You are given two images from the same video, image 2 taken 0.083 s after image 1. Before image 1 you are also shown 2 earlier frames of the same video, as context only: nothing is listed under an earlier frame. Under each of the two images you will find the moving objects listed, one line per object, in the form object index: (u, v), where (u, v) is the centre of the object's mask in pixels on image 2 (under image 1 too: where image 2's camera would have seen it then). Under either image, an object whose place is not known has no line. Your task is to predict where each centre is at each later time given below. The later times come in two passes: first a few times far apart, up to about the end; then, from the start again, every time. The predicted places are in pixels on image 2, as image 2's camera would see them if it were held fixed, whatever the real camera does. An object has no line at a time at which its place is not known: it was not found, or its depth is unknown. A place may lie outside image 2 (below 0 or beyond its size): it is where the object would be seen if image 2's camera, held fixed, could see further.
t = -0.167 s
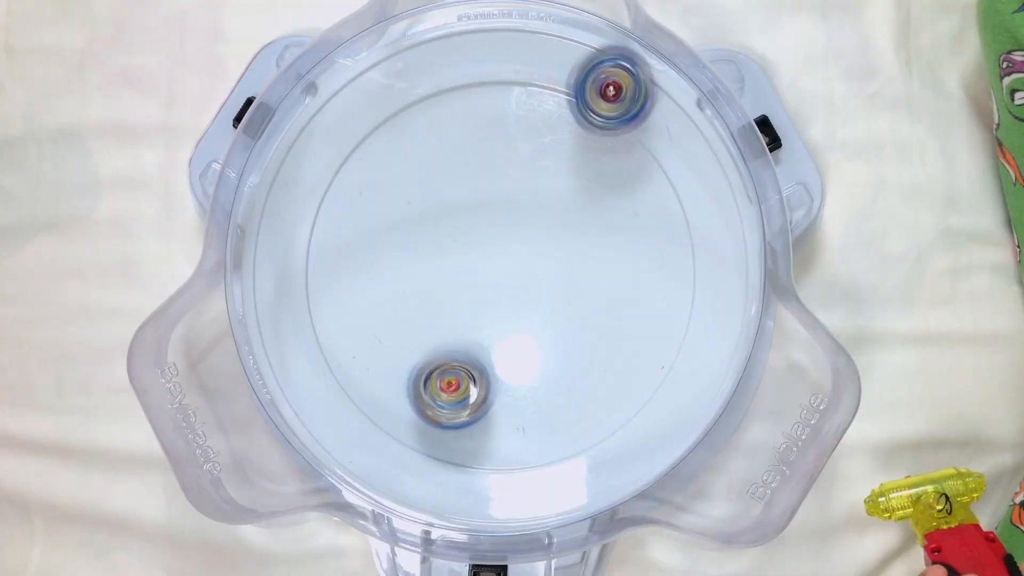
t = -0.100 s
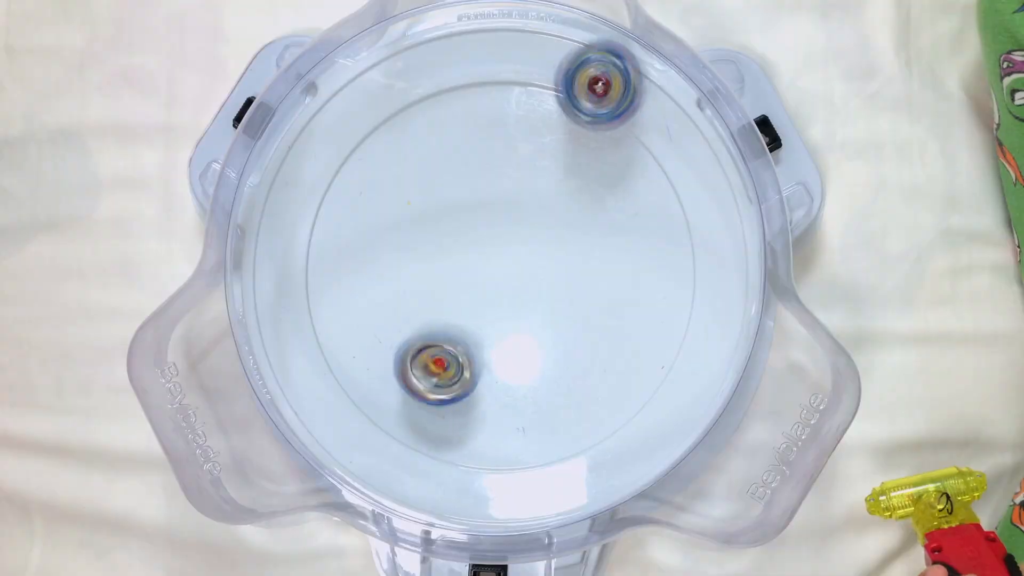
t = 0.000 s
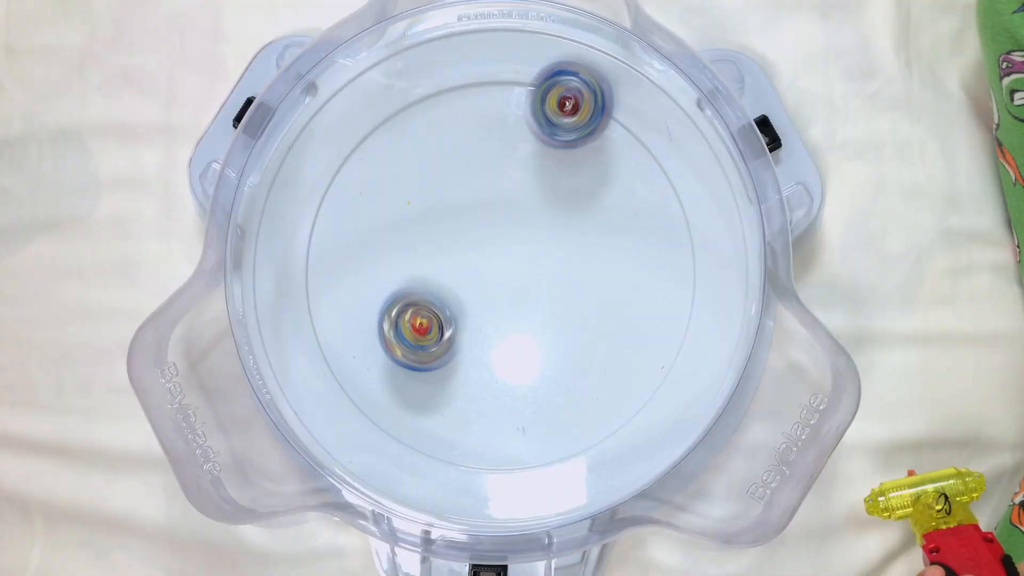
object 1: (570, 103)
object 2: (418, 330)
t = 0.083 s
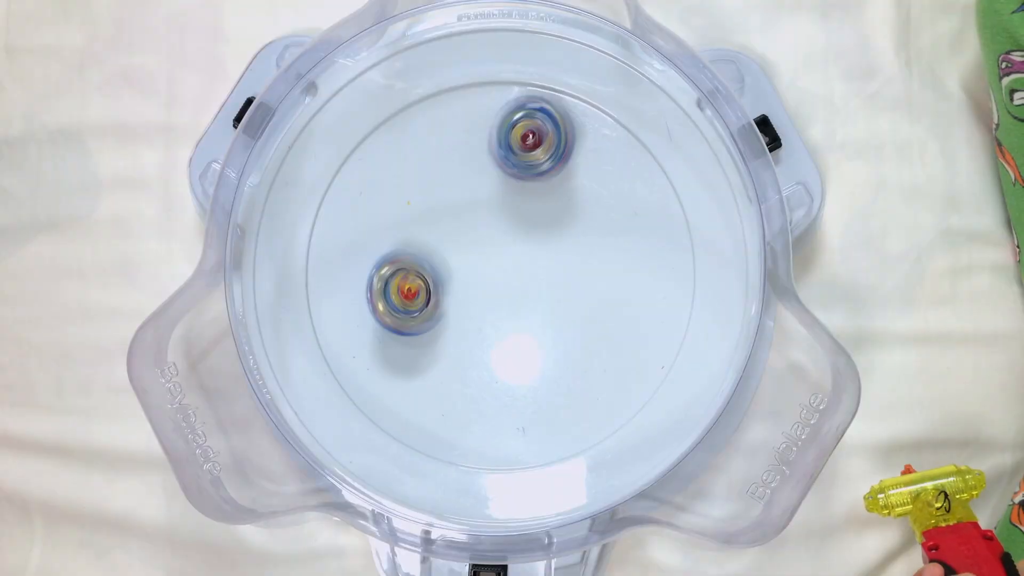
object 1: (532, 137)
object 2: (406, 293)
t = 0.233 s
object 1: (488, 220)
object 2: (405, 221)
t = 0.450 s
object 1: (483, 341)
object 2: (415, 130)
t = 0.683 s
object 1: (450, 415)
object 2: (485, 128)
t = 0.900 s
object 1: (472, 392)
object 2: (579, 179)
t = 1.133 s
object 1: (475, 274)
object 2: (648, 246)
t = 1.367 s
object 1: (470, 180)
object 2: (634, 302)
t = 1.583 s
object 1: (456, 140)
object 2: (552, 356)
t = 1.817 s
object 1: (487, 224)
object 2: (470, 397)
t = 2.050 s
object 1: (544, 302)
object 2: (444, 376)
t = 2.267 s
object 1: (586, 351)
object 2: (430, 301)
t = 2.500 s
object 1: (563, 318)
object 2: (414, 232)
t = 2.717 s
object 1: (480, 290)
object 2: (429, 217)
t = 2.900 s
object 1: (427, 312)
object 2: (445, 186)
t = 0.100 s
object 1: (525, 146)
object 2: (403, 284)
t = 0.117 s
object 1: (520, 155)
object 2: (402, 278)
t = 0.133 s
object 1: (514, 164)
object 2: (399, 270)
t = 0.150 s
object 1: (509, 174)
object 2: (400, 261)
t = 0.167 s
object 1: (505, 183)
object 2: (399, 255)
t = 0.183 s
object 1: (500, 192)
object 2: (400, 245)
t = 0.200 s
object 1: (496, 201)
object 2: (402, 239)
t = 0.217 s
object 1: (492, 211)
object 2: (403, 231)
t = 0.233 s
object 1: (488, 220)
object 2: (405, 221)
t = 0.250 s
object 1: (492, 229)
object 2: (403, 211)
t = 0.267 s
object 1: (492, 241)
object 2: (400, 203)
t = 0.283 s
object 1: (495, 251)
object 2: (399, 193)
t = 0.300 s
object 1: (495, 262)
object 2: (399, 185)
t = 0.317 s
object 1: (496, 274)
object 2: (398, 177)
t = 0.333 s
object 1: (496, 283)
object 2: (398, 169)
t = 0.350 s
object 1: (495, 294)
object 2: (399, 163)
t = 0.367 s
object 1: (495, 302)
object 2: (401, 156)
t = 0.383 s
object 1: (493, 312)
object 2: (404, 150)
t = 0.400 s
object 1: (490, 320)
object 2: (406, 144)
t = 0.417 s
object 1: (489, 326)
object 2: (409, 138)
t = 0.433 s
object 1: (486, 334)
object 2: (413, 134)
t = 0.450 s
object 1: (483, 341)
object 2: (415, 130)
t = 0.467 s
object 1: (479, 347)
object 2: (420, 126)
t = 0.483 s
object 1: (475, 354)
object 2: (424, 124)
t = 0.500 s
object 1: (473, 360)
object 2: (428, 120)
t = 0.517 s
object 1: (470, 365)
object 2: (433, 118)
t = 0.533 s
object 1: (468, 370)
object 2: (437, 117)
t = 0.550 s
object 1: (465, 375)
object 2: (443, 116)
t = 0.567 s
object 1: (462, 383)
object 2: (448, 117)
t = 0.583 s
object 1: (460, 387)
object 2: (453, 117)
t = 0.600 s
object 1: (459, 392)
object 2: (459, 117)
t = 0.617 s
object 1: (456, 397)
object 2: (464, 120)
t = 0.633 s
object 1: (455, 401)
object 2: (468, 121)
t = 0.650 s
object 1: (453, 406)
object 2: (474, 122)
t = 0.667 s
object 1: (450, 411)
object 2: (480, 125)
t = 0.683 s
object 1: (450, 415)
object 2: (485, 128)
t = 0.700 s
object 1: (449, 418)
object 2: (492, 130)
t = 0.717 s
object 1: (449, 420)
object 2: (498, 134)
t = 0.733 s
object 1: (451, 424)
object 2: (504, 136)
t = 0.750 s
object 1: (451, 426)
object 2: (512, 140)
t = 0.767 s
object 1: (453, 426)
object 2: (518, 144)
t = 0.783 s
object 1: (456, 427)
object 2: (525, 148)
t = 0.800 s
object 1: (458, 424)
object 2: (533, 152)
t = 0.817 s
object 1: (461, 421)
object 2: (540, 157)
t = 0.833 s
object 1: (464, 419)
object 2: (547, 161)
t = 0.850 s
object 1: (466, 413)
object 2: (556, 166)
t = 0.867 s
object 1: (469, 408)
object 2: (563, 171)
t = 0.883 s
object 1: (470, 401)
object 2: (570, 174)
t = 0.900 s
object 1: (472, 392)
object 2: (579, 179)
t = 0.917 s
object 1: (474, 385)
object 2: (586, 184)
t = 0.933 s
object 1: (475, 375)
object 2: (592, 188)
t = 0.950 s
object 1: (476, 367)
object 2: (600, 193)
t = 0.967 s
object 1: (476, 358)
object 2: (606, 199)
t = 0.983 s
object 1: (477, 348)
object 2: (611, 203)
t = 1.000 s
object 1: (477, 340)
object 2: (617, 208)
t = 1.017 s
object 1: (477, 332)
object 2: (622, 214)
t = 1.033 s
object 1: (478, 322)
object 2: (627, 218)
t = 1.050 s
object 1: (478, 314)
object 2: (633, 223)
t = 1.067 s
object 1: (478, 305)
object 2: (637, 228)
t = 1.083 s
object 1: (477, 299)
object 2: (640, 232)
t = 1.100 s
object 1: (476, 290)
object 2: (644, 237)
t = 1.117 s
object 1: (476, 281)
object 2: (646, 242)
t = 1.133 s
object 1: (475, 274)
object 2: (648, 246)
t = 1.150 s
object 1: (475, 265)
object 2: (651, 250)
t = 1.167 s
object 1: (475, 258)
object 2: (652, 255)
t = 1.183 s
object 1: (474, 251)
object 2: (653, 258)
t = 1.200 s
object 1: (474, 244)
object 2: (654, 261)
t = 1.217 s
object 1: (473, 237)
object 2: (655, 266)
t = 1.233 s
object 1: (472, 230)
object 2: (654, 270)
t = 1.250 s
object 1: (472, 223)
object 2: (653, 274)
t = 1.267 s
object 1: (472, 216)
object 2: (651, 278)
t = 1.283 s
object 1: (471, 209)
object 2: (649, 282)
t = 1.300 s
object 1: (471, 203)
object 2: (648, 285)
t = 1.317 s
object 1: (472, 197)
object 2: (646, 290)
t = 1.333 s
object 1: (471, 191)
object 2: (642, 294)
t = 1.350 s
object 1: (471, 185)
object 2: (639, 297)
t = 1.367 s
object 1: (470, 180)
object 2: (634, 302)
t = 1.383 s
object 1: (470, 174)
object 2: (629, 305)
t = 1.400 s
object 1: (470, 168)
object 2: (624, 308)
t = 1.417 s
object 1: (470, 162)
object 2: (618, 313)
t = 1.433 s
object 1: (470, 157)
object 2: (611, 318)
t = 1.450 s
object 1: (469, 154)
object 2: (605, 321)
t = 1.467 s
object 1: (468, 149)
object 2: (599, 325)
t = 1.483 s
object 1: (466, 146)
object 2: (592, 330)
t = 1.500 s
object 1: (464, 143)
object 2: (585, 334)
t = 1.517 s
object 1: (463, 140)
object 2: (579, 338)
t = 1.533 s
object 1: (462, 139)
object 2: (573, 342)
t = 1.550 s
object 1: (459, 138)
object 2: (565, 347)
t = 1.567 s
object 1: (459, 139)
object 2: (560, 350)
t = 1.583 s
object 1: (456, 140)
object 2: (552, 356)
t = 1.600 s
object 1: (456, 144)
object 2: (544, 359)
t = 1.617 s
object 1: (455, 146)
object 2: (537, 362)
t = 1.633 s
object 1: (455, 151)
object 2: (529, 365)
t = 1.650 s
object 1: (455, 153)
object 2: (522, 369)
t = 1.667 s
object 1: (457, 159)
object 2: (515, 372)
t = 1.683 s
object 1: (458, 167)
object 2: (510, 376)
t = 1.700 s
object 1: (460, 173)
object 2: (503, 380)
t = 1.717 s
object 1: (464, 180)
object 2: (497, 383)
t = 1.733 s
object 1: (467, 188)
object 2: (492, 386)
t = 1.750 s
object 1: (471, 196)
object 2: (487, 389)
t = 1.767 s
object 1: (475, 203)
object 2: (481, 392)
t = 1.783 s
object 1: (478, 210)
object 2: (477, 394)
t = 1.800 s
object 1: (482, 217)
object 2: (474, 396)
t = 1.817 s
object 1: (487, 224)
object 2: (470, 397)
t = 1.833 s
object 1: (490, 230)
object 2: (467, 396)
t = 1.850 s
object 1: (496, 236)
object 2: (465, 397)
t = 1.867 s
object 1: (500, 243)
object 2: (462, 398)
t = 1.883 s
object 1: (504, 248)
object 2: (459, 398)
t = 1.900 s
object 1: (509, 254)
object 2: (458, 397)
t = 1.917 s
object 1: (512, 260)
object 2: (456, 397)
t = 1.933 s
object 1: (516, 265)
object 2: (453, 395)
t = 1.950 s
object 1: (520, 271)
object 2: (452, 393)
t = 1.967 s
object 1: (524, 276)
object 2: (450, 391)
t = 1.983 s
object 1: (529, 282)
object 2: (448, 388)
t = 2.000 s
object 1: (533, 287)
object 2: (447, 386)
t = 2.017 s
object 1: (537, 293)
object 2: (446, 383)
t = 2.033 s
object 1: (541, 297)
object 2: (446, 380)
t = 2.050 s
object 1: (544, 302)
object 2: (444, 376)
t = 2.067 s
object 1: (548, 308)
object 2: (444, 372)
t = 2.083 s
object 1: (552, 313)
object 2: (443, 368)
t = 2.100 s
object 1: (555, 317)
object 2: (441, 363)
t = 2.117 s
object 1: (558, 322)
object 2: (441, 357)
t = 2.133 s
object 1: (562, 326)
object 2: (440, 352)
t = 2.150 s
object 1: (565, 331)
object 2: (438, 346)
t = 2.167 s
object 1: (568, 334)
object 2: (436, 340)
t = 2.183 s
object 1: (571, 338)
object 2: (436, 334)
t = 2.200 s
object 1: (574, 342)
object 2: (435, 328)
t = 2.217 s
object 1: (577, 344)
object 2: (433, 321)
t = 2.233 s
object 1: (580, 347)
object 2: (433, 314)
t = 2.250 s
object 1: (583, 350)
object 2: (432, 308)
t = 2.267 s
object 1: (586, 351)
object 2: (430, 301)
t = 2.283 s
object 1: (589, 354)
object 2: (428, 294)
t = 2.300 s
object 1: (591, 354)
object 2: (428, 288)
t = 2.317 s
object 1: (593, 354)
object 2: (426, 282)
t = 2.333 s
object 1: (595, 353)
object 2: (425, 276)
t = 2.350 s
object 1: (594, 351)
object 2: (424, 269)
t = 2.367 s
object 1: (594, 348)
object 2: (422, 264)
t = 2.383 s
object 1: (593, 344)
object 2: (420, 259)
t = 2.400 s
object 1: (591, 342)
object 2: (418, 253)
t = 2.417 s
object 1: (589, 337)
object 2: (418, 249)
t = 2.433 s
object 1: (586, 334)
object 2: (417, 245)
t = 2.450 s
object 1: (581, 330)
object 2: (416, 240)
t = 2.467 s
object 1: (575, 326)
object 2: (415, 237)
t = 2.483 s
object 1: (570, 322)
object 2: (414, 234)
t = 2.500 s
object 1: (563, 318)
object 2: (414, 232)
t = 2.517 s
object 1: (557, 314)
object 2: (413, 230)
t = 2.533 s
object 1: (550, 311)
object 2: (413, 227)
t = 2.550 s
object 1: (543, 308)
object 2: (414, 226)
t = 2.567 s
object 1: (537, 305)
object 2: (414, 226)
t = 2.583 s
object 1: (530, 303)
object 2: (415, 224)
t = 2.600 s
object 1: (523, 300)
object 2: (417, 224)
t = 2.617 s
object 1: (517, 298)
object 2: (419, 224)
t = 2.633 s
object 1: (510, 296)
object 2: (421, 222)
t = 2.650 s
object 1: (504, 293)
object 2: (423, 221)
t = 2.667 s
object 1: (498, 291)
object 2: (424, 221)
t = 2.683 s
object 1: (491, 289)
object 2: (426, 222)
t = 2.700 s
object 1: (485, 288)
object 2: (427, 222)
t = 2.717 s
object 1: (480, 290)
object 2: (429, 217)
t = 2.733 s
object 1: (475, 290)
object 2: (430, 215)
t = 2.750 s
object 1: (471, 291)
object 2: (431, 213)
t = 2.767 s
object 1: (465, 292)
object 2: (433, 211)
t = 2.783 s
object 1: (459, 294)
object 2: (435, 207)
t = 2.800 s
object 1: (454, 296)
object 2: (437, 202)
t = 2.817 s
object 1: (448, 299)
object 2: (437, 201)
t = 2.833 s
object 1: (443, 301)
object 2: (437, 197)
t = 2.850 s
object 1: (439, 303)
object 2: (441, 192)
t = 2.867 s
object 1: (435, 306)
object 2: (442, 191)
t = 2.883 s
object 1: (431, 309)
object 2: (443, 188)
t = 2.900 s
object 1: (427, 312)
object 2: (445, 186)
